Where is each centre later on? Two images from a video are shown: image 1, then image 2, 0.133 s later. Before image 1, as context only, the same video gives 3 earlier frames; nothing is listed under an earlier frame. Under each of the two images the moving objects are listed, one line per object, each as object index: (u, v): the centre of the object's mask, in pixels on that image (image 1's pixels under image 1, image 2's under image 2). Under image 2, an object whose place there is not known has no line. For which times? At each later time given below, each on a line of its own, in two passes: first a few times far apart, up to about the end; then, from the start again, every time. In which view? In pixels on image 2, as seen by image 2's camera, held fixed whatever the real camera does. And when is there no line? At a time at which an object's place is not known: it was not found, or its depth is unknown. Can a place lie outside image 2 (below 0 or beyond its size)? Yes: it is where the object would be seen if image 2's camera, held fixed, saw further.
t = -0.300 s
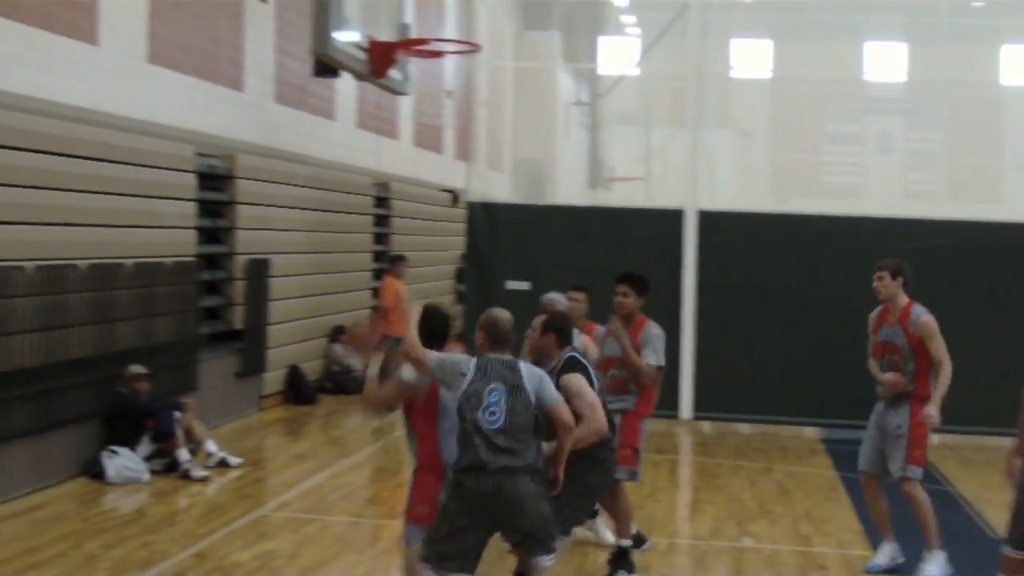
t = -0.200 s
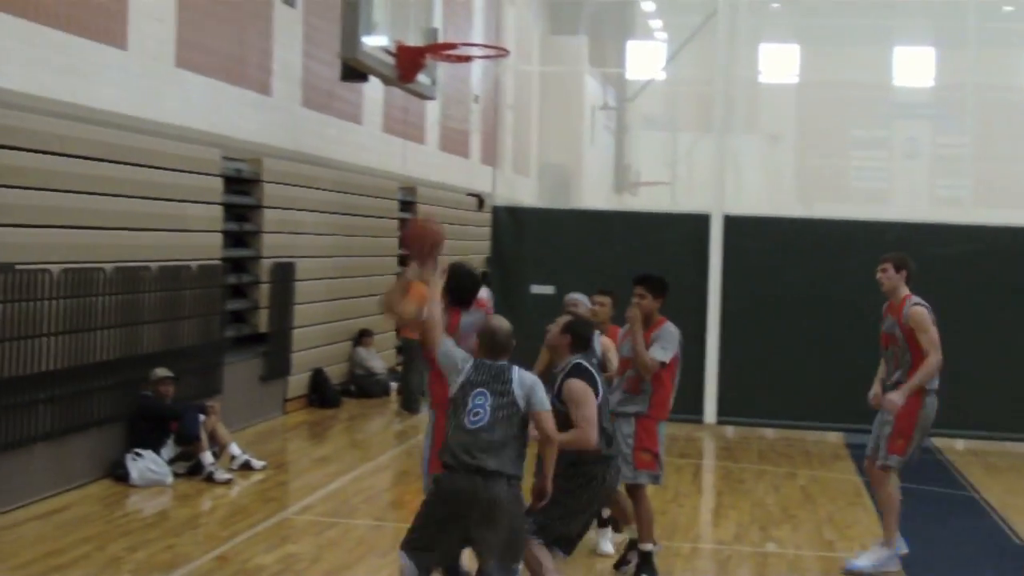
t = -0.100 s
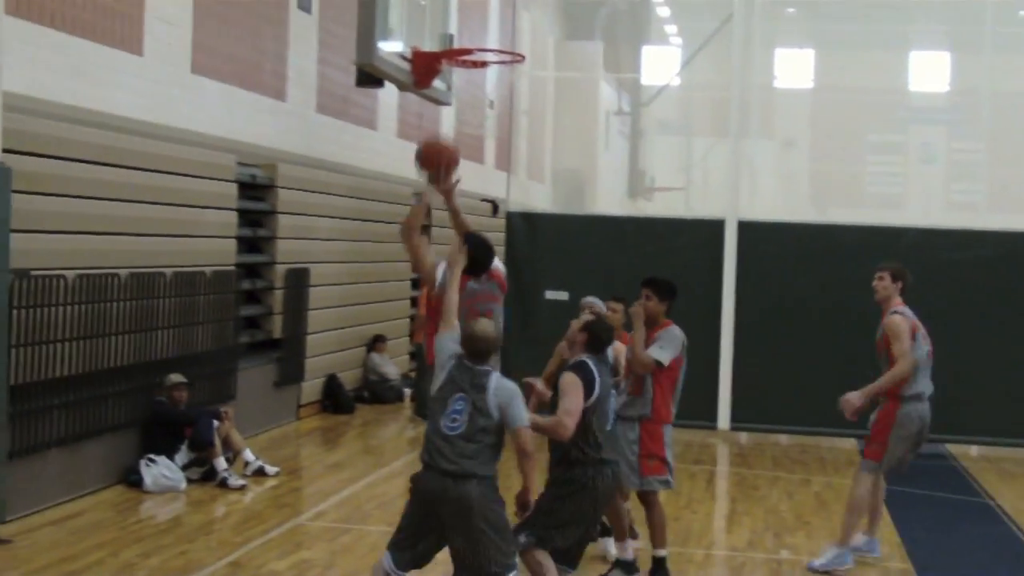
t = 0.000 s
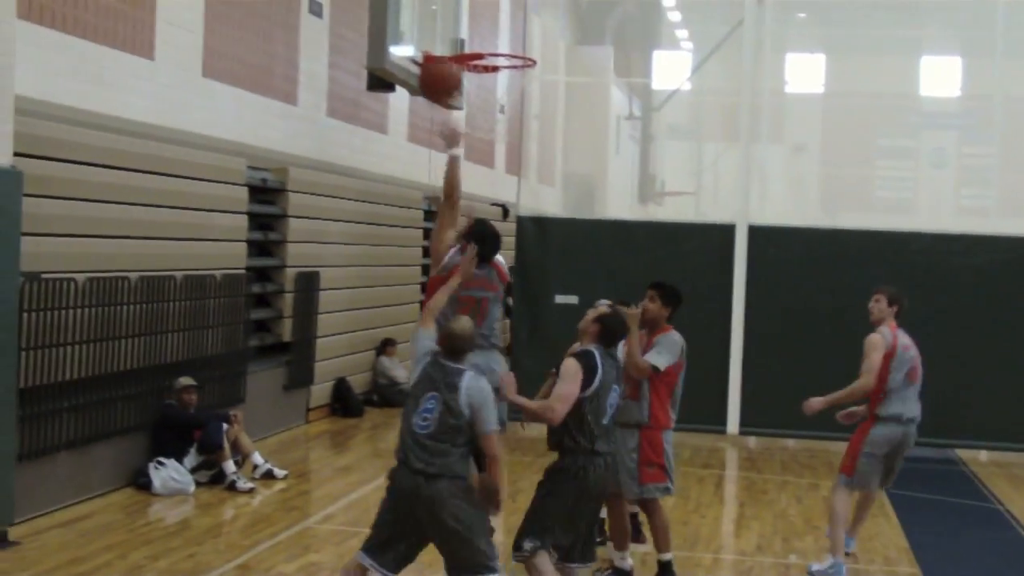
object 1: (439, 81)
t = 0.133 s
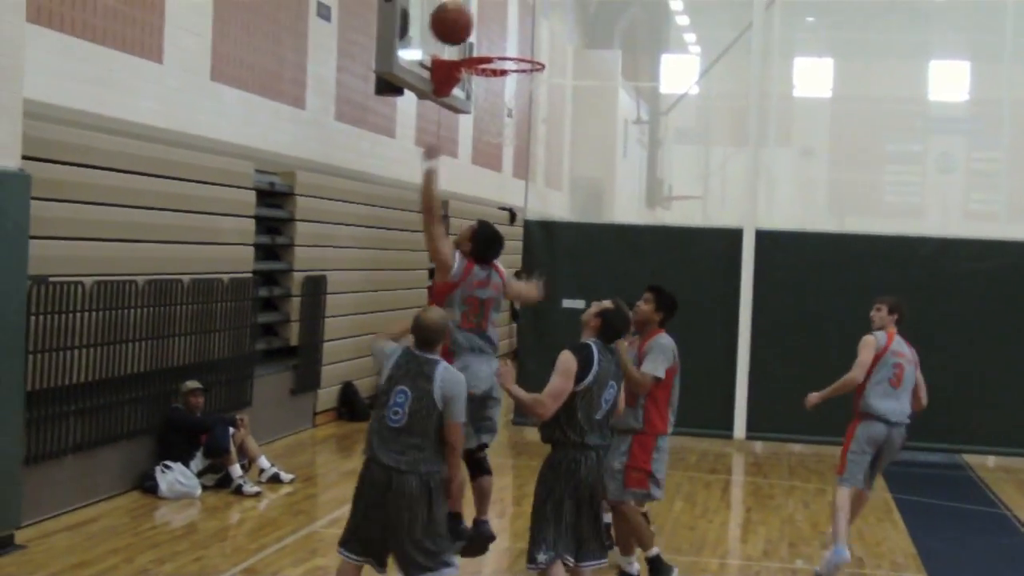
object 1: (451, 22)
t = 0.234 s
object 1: (474, 16)
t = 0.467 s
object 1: (505, 35)
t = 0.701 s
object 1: (499, 88)
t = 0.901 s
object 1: (493, 198)
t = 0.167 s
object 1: (459, 19)
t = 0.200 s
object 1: (467, 17)
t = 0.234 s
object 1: (474, 16)
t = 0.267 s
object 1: (481, 17)
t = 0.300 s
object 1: (489, 20)
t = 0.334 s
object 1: (495, 24)
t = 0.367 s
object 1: (502, 31)
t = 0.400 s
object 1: (506, 36)
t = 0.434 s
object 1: (506, 35)
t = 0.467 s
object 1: (505, 35)
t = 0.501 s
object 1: (505, 36)
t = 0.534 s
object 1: (504, 40)
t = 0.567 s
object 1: (504, 45)
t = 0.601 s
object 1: (504, 53)
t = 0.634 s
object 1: (502, 64)
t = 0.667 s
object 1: (502, 77)
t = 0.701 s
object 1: (499, 88)
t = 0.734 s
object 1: (499, 105)
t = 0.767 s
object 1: (497, 121)
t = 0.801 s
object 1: (496, 138)
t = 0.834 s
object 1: (495, 156)
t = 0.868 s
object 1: (494, 176)
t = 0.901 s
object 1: (493, 198)
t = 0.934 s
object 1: (493, 222)
